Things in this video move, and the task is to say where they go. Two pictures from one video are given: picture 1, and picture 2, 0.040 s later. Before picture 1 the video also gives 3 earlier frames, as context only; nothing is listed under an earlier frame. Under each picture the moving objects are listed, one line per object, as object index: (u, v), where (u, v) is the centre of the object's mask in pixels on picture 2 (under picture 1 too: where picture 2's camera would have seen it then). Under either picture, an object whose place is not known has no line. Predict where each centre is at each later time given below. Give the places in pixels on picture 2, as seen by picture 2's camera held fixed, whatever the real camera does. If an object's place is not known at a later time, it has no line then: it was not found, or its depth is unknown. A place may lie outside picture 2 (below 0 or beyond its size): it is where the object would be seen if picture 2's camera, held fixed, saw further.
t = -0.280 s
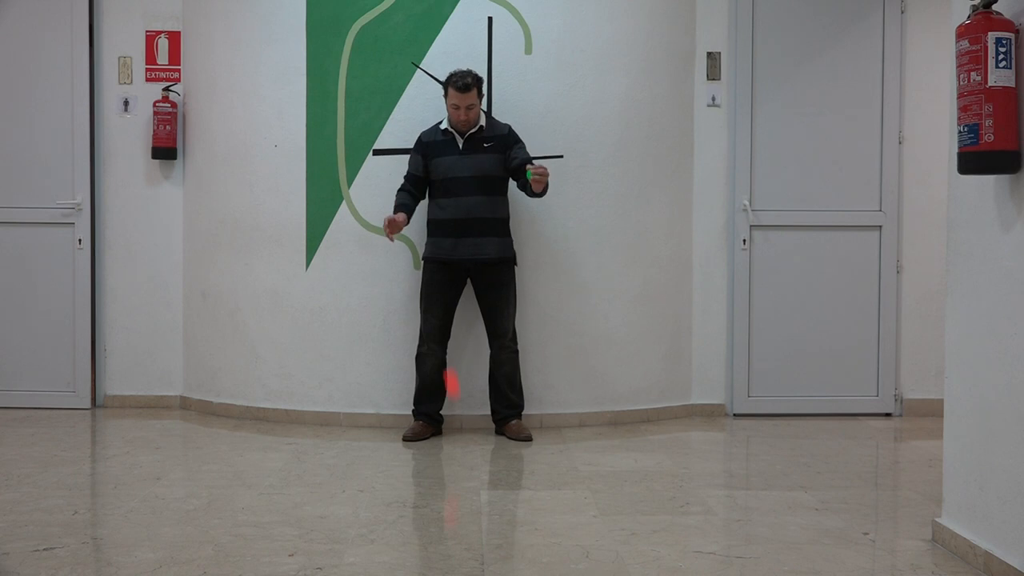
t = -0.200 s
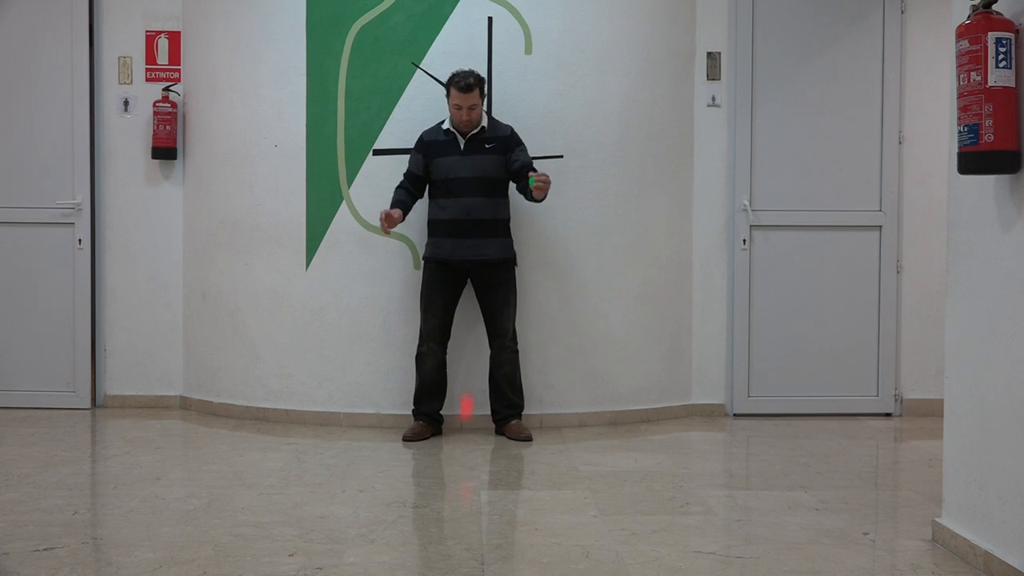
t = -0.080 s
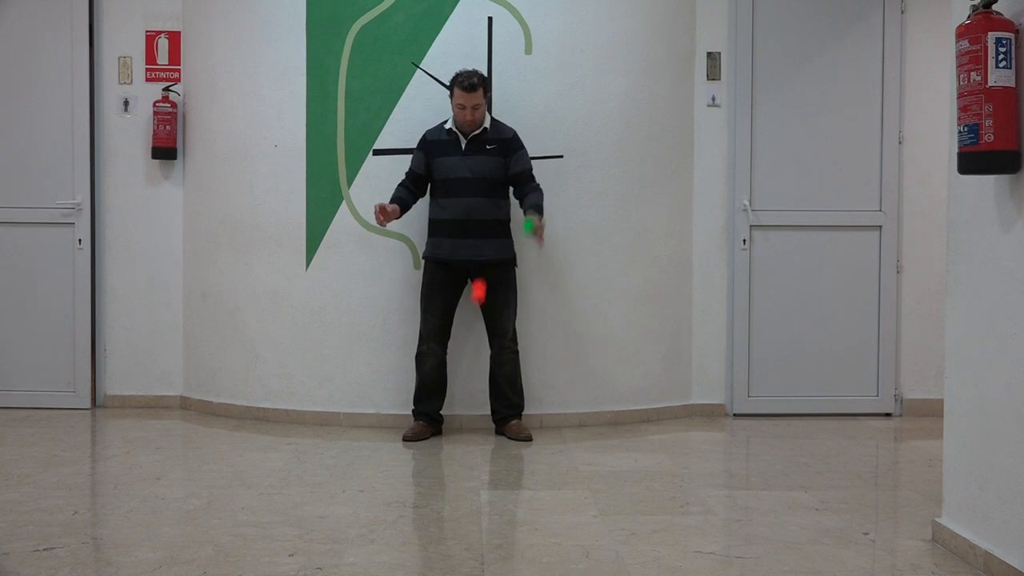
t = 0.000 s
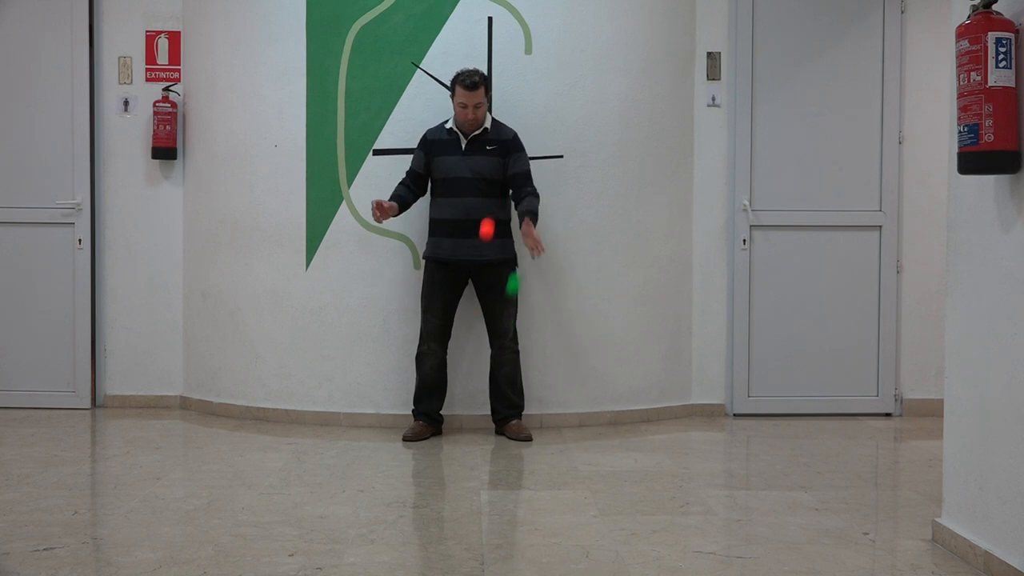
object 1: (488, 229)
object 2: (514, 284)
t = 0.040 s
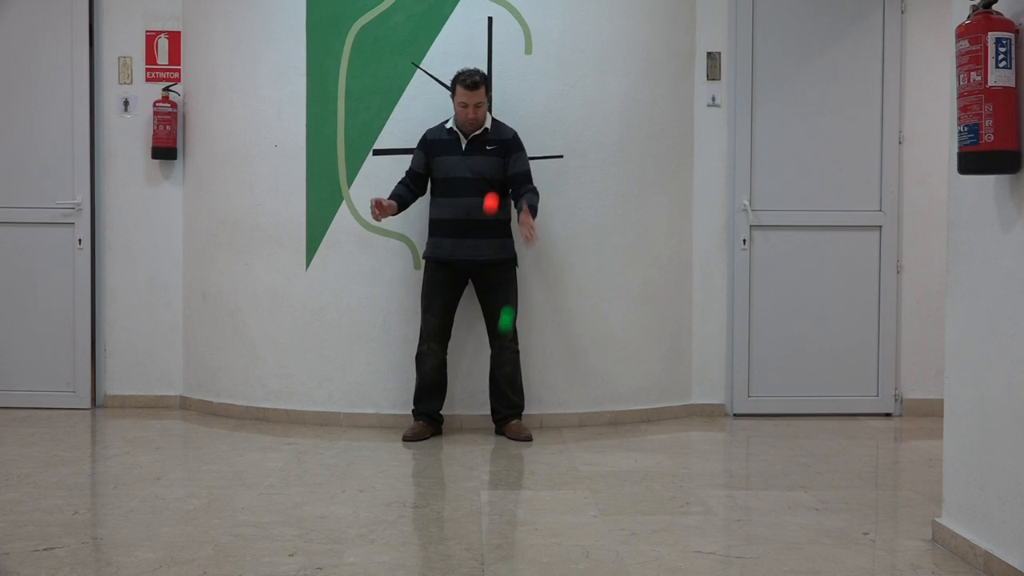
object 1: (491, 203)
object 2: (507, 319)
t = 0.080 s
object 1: (495, 180)
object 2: (499, 358)
